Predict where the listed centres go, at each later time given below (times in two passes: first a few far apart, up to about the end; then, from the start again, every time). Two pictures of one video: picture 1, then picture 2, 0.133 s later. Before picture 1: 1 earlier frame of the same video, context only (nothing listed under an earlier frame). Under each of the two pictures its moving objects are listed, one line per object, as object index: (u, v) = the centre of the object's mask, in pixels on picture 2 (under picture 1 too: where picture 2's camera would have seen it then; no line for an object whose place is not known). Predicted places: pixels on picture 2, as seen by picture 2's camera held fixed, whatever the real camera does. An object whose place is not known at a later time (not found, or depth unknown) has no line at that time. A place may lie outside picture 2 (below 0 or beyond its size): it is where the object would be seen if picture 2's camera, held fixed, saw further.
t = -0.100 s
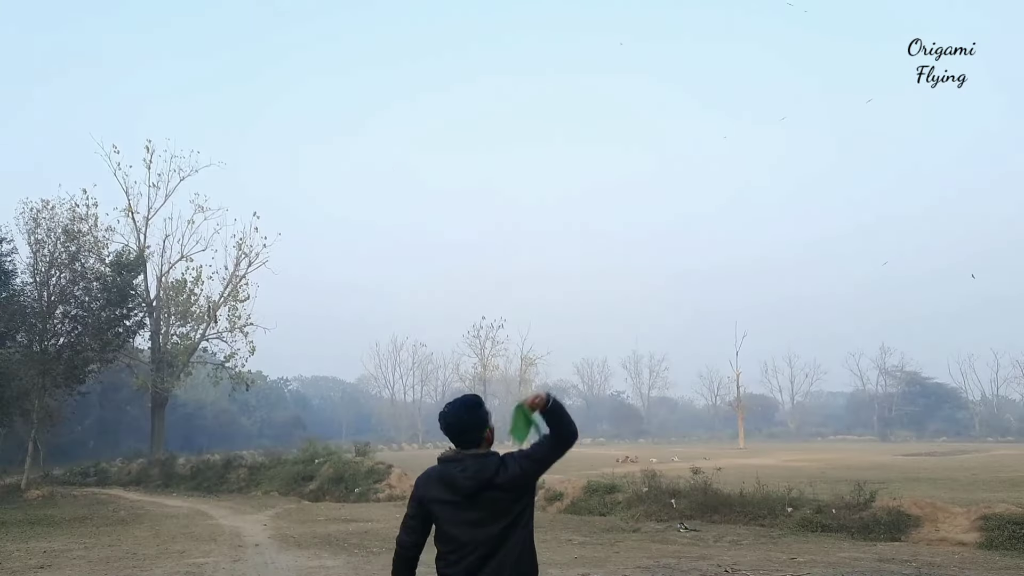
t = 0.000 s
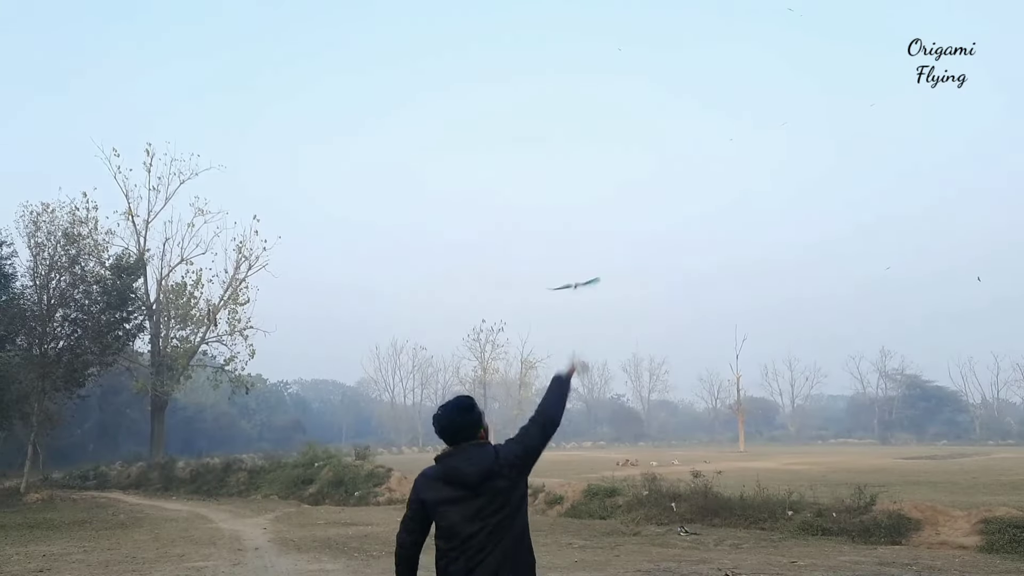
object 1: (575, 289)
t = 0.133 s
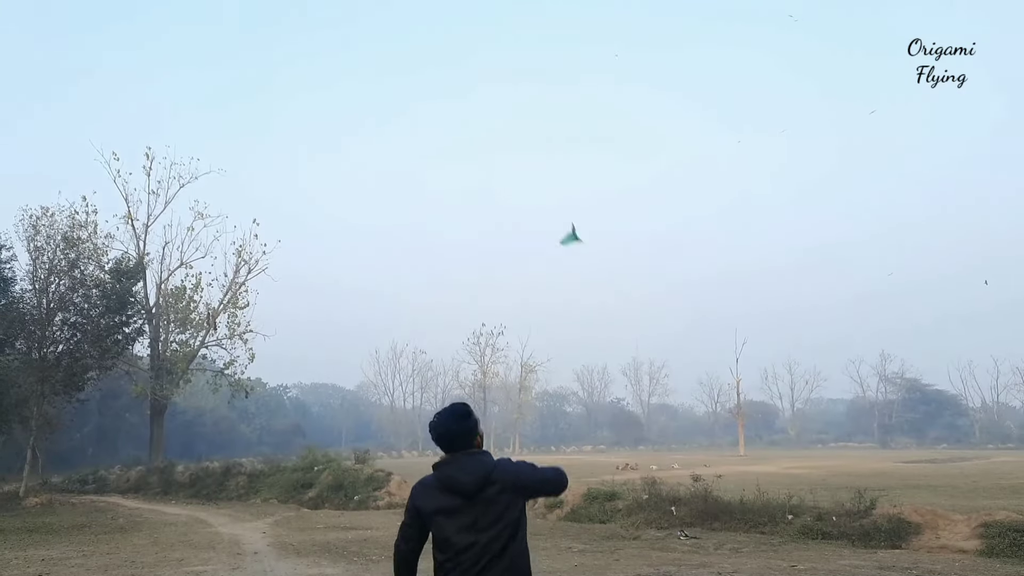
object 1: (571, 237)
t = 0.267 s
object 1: (533, 186)
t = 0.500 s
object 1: (437, 135)
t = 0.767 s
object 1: (348, 122)
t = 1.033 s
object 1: (277, 153)
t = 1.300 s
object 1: (198, 206)
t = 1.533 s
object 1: (119, 252)
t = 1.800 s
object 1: (18, 292)
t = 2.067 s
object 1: (-81, 306)
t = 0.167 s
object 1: (561, 220)
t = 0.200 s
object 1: (552, 207)
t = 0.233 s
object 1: (543, 196)
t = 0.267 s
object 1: (533, 186)
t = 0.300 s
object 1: (521, 176)
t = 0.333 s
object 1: (507, 166)
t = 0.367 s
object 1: (492, 158)
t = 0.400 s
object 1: (478, 150)
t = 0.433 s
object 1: (463, 144)
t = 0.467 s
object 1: (450, 139)
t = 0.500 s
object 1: (437, 135)
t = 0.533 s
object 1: (424, 130)
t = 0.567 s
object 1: (412, 127)
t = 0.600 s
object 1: (400, 124)
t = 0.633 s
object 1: (389, 121)
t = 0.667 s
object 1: (378, 121)
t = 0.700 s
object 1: (368, 121)
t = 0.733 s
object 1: (358, 121)
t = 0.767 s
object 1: (348, 122)
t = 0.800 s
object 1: (339, 124)
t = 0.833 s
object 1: (331, 125)
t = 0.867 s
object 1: (322, 127)
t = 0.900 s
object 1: (314, 131)
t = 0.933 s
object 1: (304, 135)
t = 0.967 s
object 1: (295, 140)
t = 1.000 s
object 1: (286, 146)
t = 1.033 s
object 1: (277, 153)
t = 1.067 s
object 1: (267, 159)
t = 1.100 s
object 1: (257, 166)
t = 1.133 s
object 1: (248, 172)
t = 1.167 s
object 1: (238, 178)
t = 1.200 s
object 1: (228, 185)
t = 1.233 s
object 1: (219, 192)
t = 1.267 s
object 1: (208, 199)
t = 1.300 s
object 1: (198, 206)
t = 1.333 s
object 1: (187, 213)
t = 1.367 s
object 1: (177, 220)
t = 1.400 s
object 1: (166, 226)
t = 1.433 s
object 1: (155, 233)
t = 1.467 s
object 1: (144, 239)
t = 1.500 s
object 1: (132, 246)
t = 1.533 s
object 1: (119, 252)
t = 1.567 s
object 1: (108, 258)
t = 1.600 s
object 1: (95, 264)
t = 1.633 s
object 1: (82, 270)
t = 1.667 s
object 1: (69, 275)
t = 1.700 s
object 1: (55, 281)
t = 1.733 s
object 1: (43, 286)
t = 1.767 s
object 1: (30, 290)
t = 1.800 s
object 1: (18, 292)
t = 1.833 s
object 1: (6, 294)
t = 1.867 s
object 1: (-10, 295)
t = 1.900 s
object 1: (-23, 296)
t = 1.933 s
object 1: (-36, 297)
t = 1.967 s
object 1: (-47, 298)
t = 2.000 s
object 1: (-59, 300)
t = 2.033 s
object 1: (-70, 303)
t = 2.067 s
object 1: (-81, 306)
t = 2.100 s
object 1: (-92, 310)
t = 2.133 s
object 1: (-101, 314)
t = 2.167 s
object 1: (-107, 321)
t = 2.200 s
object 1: (-116, 326)
